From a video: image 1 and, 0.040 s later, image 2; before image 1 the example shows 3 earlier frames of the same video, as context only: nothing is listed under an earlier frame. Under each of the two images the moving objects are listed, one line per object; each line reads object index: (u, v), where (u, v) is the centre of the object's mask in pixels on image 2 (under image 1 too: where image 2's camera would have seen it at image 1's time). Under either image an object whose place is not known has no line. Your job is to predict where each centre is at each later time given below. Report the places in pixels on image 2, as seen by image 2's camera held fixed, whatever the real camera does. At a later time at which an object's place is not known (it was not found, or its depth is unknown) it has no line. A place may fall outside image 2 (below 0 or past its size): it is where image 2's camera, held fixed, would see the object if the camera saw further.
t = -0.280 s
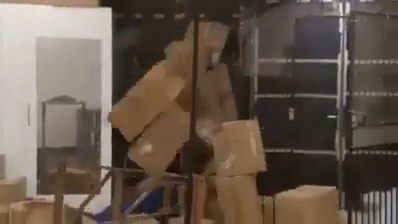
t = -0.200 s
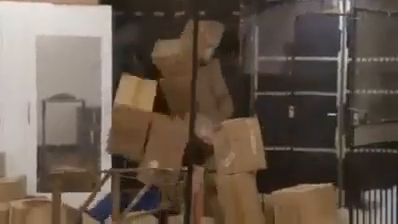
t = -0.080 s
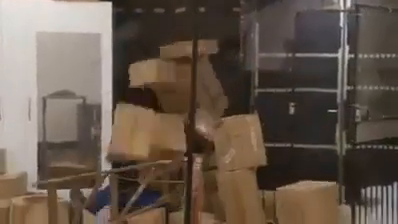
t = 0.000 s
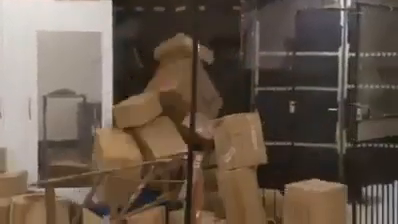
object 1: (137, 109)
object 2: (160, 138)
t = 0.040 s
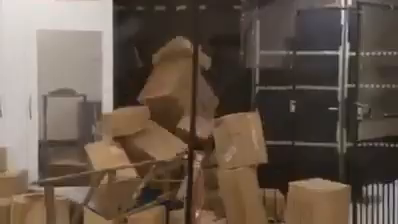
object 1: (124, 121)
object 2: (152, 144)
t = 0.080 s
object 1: (115, 129)
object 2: (148, 142)
